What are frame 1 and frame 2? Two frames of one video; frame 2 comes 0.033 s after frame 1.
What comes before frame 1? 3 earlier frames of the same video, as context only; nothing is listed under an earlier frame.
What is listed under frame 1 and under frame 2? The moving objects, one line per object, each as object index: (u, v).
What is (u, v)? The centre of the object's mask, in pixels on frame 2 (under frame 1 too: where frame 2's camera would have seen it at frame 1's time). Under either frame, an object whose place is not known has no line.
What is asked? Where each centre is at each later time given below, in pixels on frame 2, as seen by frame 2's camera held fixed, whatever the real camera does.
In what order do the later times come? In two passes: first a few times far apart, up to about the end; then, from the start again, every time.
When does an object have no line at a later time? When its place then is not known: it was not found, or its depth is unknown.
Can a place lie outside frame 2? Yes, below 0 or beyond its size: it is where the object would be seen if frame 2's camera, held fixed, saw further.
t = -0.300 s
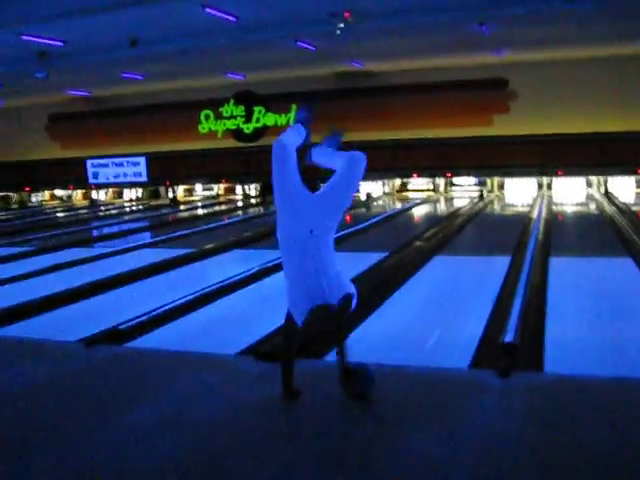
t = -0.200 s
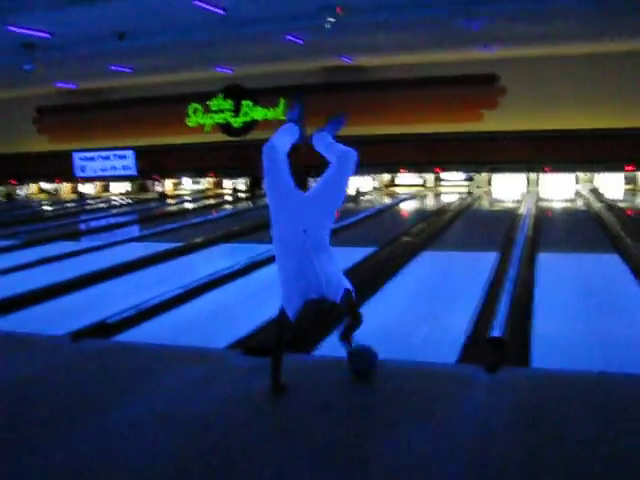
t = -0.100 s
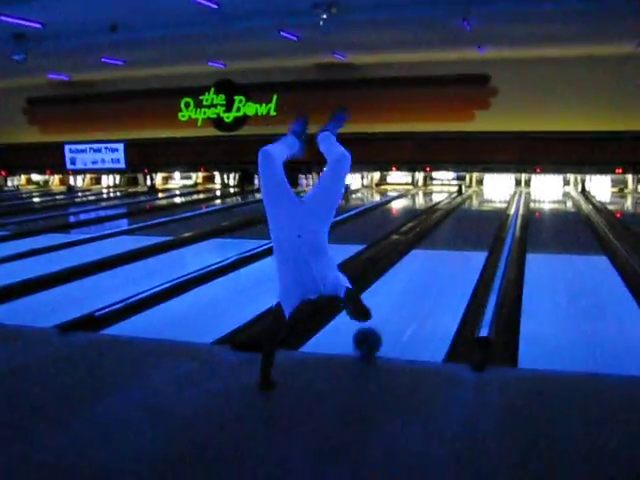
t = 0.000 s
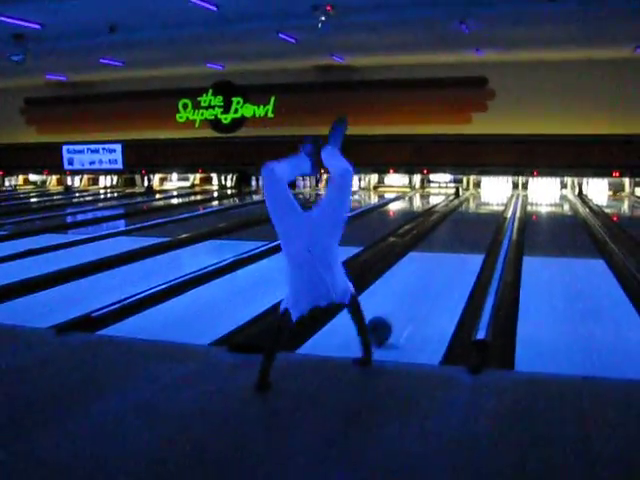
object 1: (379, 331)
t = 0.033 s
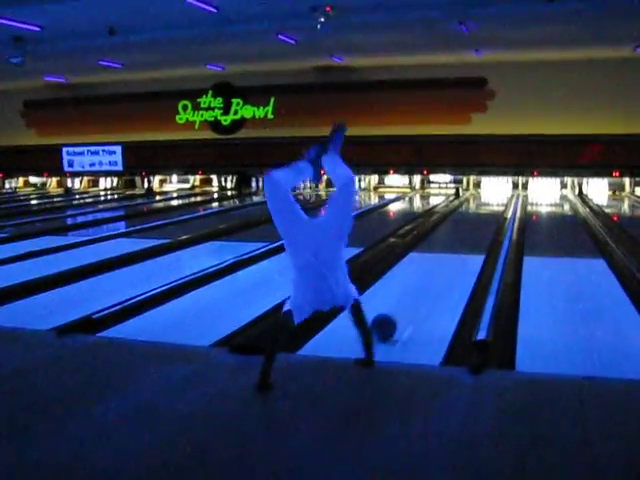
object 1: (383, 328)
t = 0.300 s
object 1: (411, 300)
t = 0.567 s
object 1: (431, 280)
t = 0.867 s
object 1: (445, 265)
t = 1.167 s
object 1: (454, 253)
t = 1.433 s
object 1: (461, 246)
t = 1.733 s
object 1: (467, 238)
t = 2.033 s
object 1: (473, 233)
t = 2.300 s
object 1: (478, 226)
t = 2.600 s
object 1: (482, 222)
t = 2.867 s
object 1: (486, 215)
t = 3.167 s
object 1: (489, 212)
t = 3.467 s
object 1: (493, 209)
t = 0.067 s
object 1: (387, 324)
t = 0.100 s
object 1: (391, 320)
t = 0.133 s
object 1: (395, 316)
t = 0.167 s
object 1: (398, 313)
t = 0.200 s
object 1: (403, 309)
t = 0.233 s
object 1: (405, 306)
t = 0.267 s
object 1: (408, 303)
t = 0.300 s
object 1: (411, 300)
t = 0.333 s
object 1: (414, 297)
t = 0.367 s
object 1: (417, 295)
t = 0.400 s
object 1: (419, 292)
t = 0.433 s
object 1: (421, 289)
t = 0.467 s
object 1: (424, 287)
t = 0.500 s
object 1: (426, 285)
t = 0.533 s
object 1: (428, 283)
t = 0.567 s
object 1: (431, 280)
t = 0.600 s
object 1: (432, 279)
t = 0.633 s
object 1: (434, 276)
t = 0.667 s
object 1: (436, 274)
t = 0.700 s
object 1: (438, 273)
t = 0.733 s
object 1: (439, 271)
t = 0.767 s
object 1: (441, 269)
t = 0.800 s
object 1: (442, 268)
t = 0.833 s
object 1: (444, 266)
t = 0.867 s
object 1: (445, 265)
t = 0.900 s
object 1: (446, 263)
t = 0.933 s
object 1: (447, 262)
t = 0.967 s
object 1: (448, 260)
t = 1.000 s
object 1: (449, 259)
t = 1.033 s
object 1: (450, 257)
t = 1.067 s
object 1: (451, 257)
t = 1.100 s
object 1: (452, 256)
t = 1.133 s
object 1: (453, 254)
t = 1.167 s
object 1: (454, 253)
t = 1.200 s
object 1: (456, 252)
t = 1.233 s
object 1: (456, 251)
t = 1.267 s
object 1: (457, 250)
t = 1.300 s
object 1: (457, 250)
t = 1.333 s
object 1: (459, 247)
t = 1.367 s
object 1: (460, 246)
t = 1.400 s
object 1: (460, 245)
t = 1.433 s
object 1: (461, 246)
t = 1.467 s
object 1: (462, 245)
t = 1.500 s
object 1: (463, 244)
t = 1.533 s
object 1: (465, 244)
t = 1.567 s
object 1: (465, 241)
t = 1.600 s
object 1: (465, 241)
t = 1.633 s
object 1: (467, 240)
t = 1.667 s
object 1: (467, 239)
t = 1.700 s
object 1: (467, 239)
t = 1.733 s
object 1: (467, 238)
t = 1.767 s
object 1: (468, 238)
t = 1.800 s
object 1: (469, 236)
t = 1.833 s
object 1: (470, 236)
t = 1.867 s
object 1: (470, 236)
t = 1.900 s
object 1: (471, 235)
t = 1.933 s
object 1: (472, 233)
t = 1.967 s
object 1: (472, 233)
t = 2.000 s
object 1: (472, 233)
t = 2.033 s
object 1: (473, 233)
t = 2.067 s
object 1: (473, 232)
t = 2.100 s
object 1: (473, 230)
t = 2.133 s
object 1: (473, 228)
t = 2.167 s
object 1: (474, 228)
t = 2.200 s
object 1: (475, 228)
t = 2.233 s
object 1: (476, 226)
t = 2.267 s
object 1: (477, 227)
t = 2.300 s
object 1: (478, 226)
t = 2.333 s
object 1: (477, 225)
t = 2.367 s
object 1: (478, 224)
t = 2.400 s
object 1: (478, 225)
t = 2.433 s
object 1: (478, 223)
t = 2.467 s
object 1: (479, 223)
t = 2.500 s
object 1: (479, 222)
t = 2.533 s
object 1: (479, 222)
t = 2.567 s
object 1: (479, 222)
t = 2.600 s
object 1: (482, 222)
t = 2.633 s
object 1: (480, 221)
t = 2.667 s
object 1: (481, 220)
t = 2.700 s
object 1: (483, 219)
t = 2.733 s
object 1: (482, 219)
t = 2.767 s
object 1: (483, 219)
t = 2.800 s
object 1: (484, 217)
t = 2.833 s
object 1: (484, 216)
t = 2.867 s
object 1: (486, 215)
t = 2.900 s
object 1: (487, 215)
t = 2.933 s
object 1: (488, 215)
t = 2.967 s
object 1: (487, 214)
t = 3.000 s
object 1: (487, 214)
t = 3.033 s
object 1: (488, 213)
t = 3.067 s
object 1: (489, 213)
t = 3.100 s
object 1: (489, 212)
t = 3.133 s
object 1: (489, 212)
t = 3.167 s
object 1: (489, 212)
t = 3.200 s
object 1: (490, 211)
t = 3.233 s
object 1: (491, 210)
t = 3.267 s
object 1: (491, 211)
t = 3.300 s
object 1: (491, 210)
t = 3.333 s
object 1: (492, 210)
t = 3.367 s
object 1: (492, 210)
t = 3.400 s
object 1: (492, 209)
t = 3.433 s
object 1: (492, 209)
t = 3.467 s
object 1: (493, 209)
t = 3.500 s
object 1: (493, 207)
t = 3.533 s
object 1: (493, 207)
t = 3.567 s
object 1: (494, 207)
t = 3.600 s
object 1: (495, 207)
